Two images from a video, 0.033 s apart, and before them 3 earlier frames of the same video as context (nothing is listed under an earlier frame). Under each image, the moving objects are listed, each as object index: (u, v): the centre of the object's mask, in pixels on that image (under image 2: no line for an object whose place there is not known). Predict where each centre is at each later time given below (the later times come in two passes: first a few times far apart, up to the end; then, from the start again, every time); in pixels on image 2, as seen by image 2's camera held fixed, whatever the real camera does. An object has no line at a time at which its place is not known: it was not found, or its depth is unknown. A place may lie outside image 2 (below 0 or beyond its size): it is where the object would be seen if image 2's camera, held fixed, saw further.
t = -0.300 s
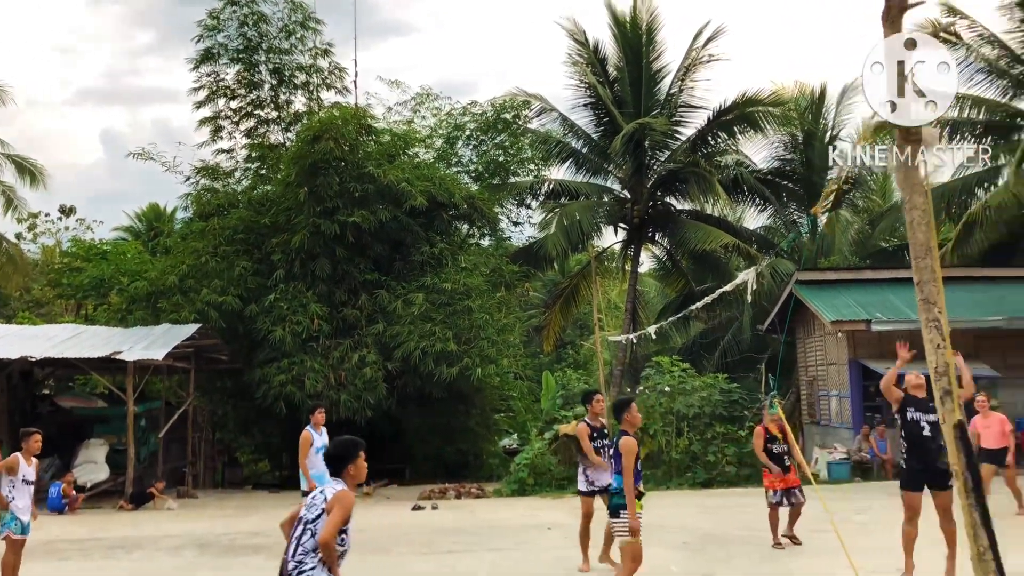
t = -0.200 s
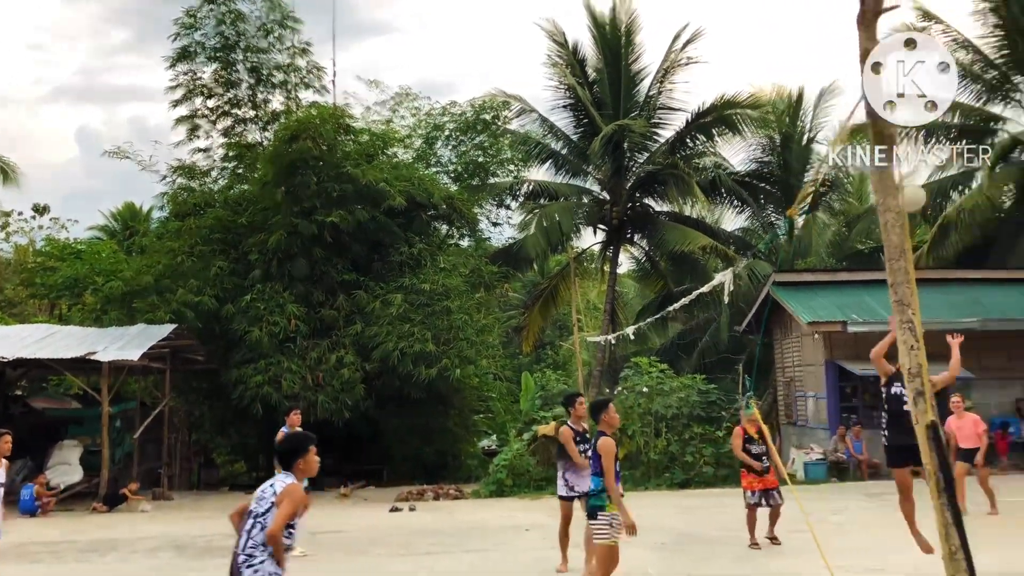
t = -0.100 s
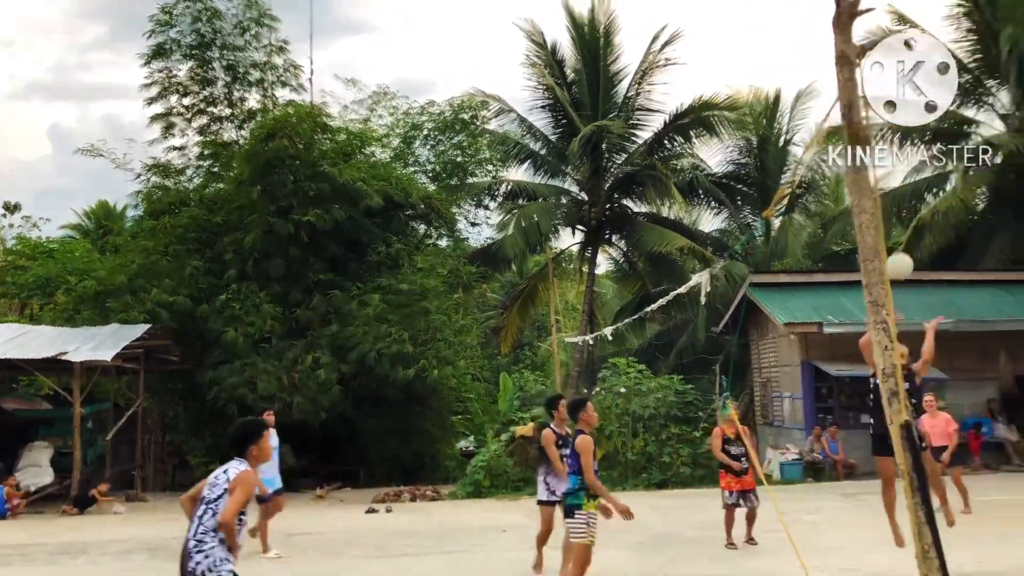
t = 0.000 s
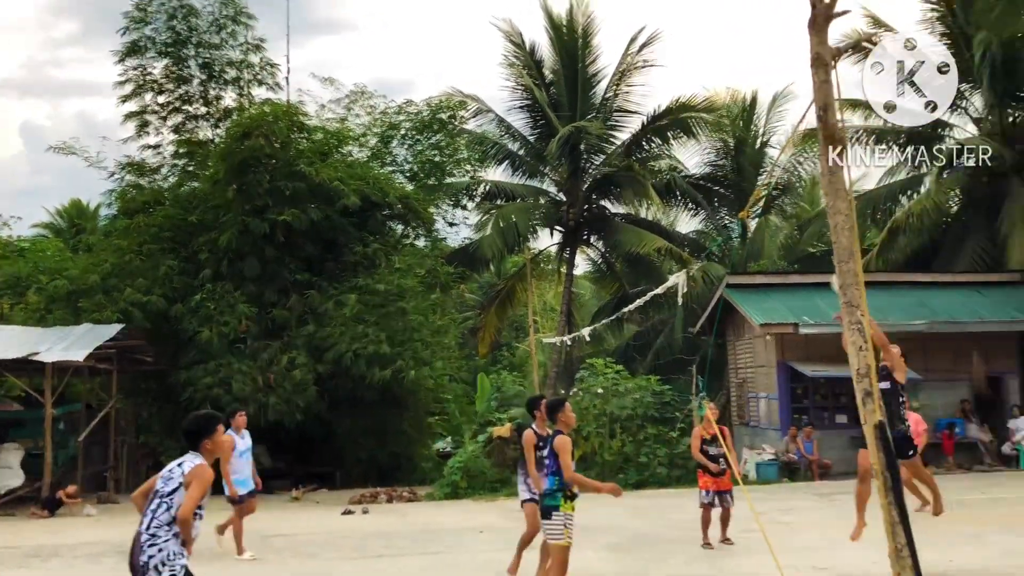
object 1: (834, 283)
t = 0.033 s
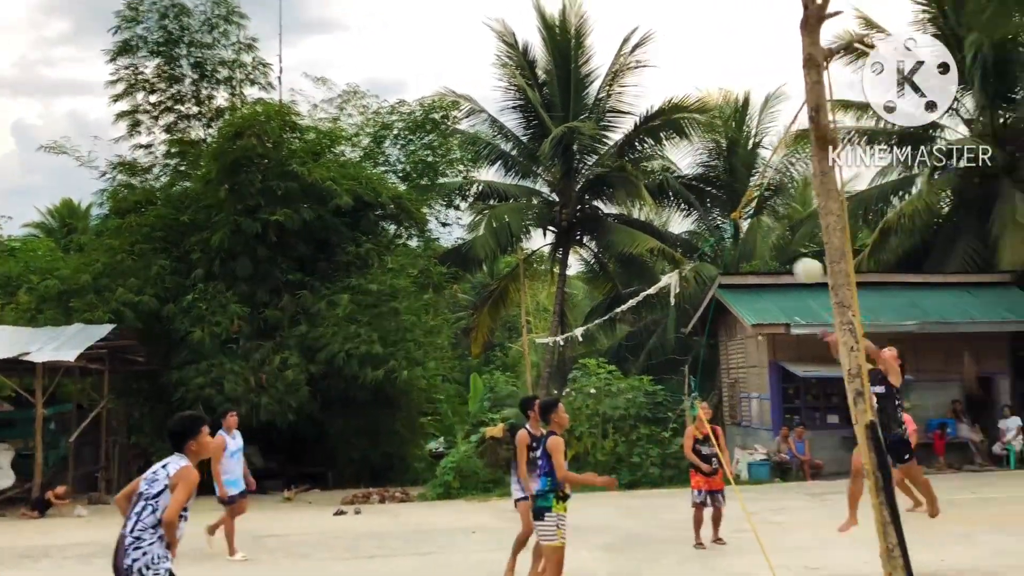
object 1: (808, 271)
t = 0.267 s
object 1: (600, 213)
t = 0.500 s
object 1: (387, 221)
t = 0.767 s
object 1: (135, 320)
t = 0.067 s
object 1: (778, 259)
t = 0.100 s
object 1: (748, 247)
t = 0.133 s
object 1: (719, 238)
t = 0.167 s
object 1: (688, 229)
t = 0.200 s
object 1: (660, 222)
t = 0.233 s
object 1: (630, 217)
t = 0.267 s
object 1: (600, 213)
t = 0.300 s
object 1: (570, 210)
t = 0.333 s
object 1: (541, 208)
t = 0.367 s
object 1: (510, 207)
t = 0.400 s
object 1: (480, 209)
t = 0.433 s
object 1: (449, 211)
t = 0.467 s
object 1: (418, 215)
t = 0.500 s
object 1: (387, 221)
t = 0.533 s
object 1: (356, 228)
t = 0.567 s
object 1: (325, 236)
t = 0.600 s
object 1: (294, 246)
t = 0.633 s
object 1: (263, 257)
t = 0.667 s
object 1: (231, 270)
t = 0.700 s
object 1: (199, 285)
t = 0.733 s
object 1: (168, 301)
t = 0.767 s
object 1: (135, 320)
